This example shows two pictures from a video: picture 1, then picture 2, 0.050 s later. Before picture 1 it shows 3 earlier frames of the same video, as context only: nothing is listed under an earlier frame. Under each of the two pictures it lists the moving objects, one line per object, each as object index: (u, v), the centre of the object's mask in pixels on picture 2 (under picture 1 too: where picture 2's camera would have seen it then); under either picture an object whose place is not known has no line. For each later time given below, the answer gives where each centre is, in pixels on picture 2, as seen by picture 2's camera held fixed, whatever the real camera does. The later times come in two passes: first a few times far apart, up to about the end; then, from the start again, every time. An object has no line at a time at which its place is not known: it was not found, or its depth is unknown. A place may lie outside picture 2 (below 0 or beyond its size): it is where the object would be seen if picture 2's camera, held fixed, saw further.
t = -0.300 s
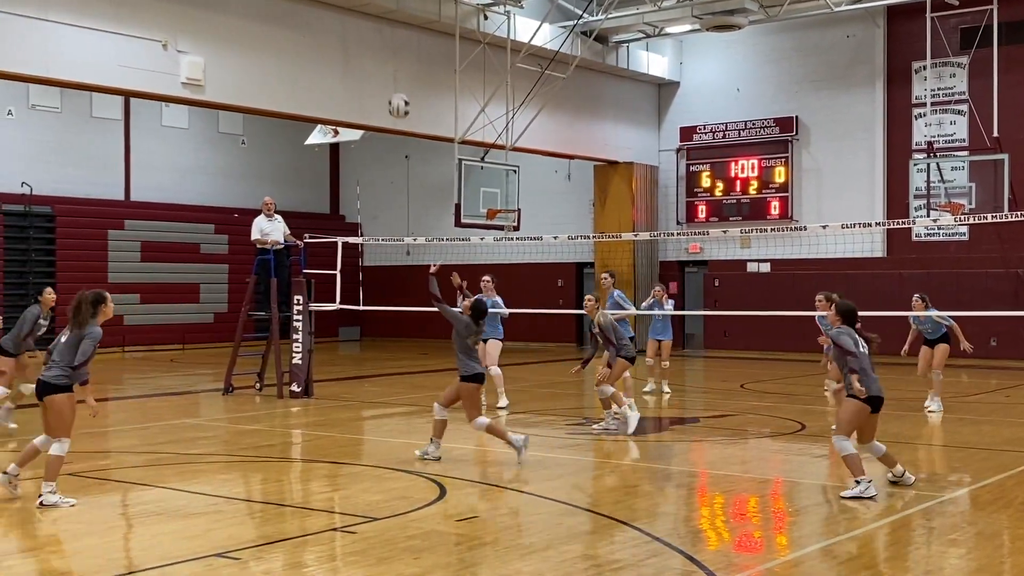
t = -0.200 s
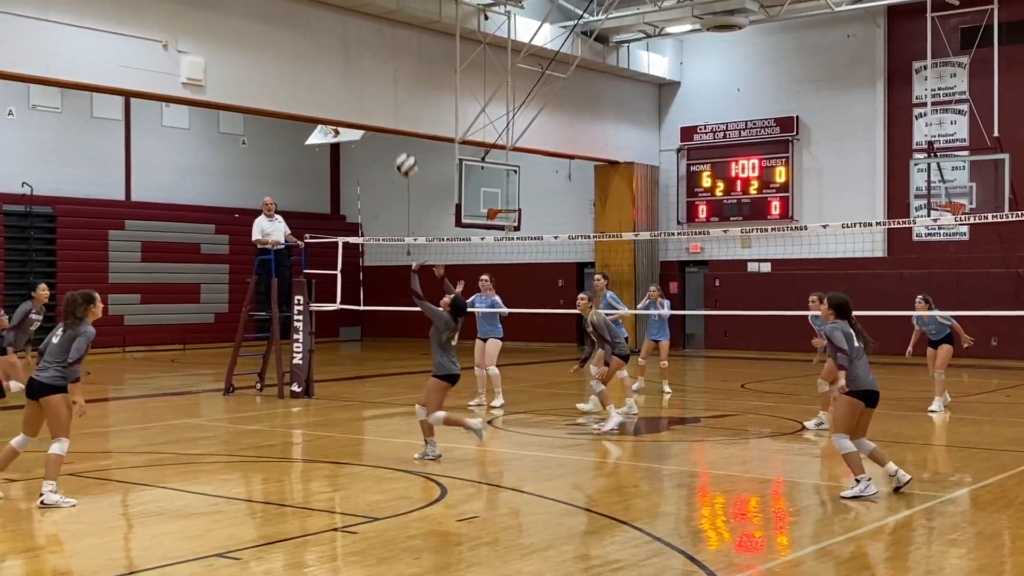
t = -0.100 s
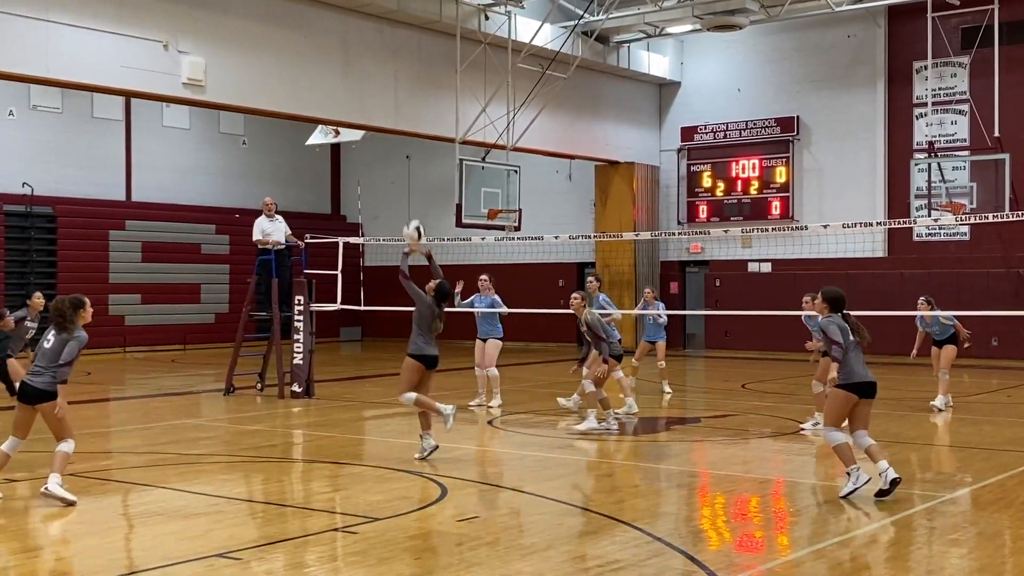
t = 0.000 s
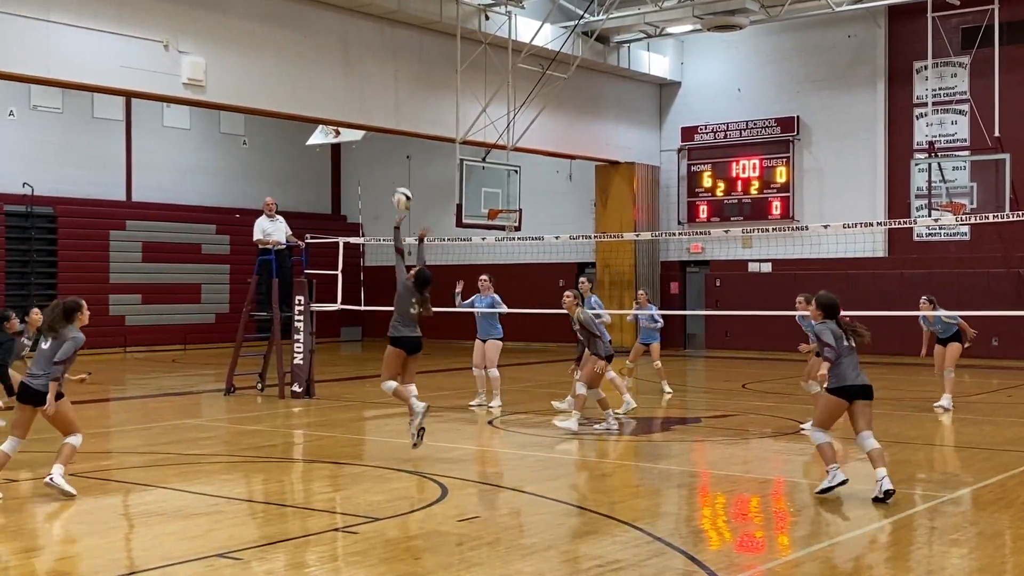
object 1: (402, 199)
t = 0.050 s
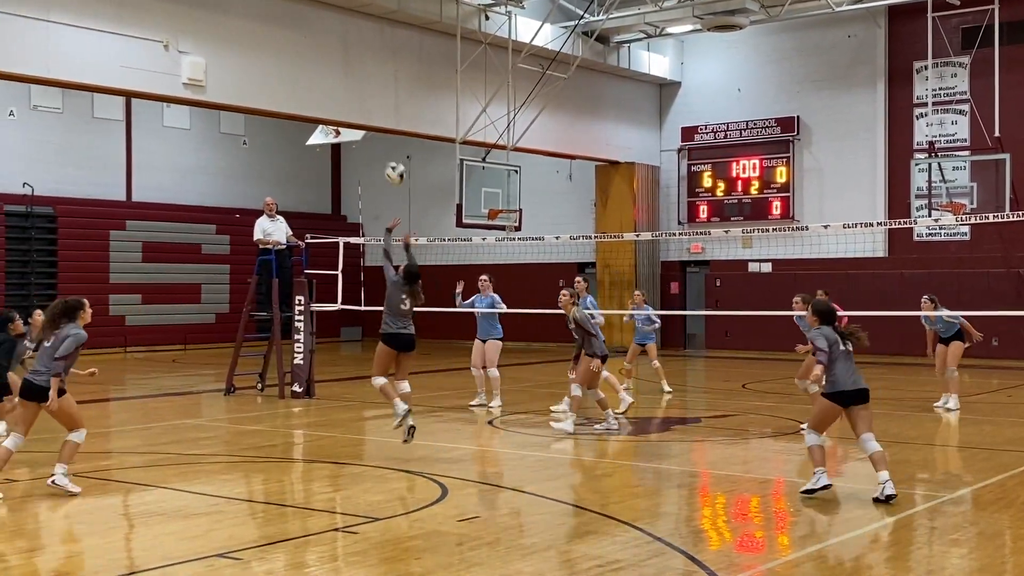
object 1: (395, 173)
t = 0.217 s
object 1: (370, 110)
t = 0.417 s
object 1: (345, 79)
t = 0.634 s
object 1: (322, 88)
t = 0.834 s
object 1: (304, 130)
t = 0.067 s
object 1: (393, 165)
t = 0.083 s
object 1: (390, 158)
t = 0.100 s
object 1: (387, 151)
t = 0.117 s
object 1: (385, 144)
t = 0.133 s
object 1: (382, 137)
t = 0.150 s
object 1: (380, 131)
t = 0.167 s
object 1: (377, 126)
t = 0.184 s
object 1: (375, 120)
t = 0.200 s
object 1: (373, 115)
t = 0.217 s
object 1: (370, 110)
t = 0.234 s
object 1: (368, 106)
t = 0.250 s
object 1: (366, 102)
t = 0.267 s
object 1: (364, 98)
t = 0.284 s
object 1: (362, 95)
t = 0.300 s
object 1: (360, 92)
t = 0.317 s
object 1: (357, 89)
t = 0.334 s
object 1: (355, 87)
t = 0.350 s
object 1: (354, 84)
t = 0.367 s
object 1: (352, 82)
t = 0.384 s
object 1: (349, 81)
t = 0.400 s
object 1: (347, 80)
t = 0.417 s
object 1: (345, 79)
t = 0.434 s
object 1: (343, 78)
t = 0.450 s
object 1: (341, 77)
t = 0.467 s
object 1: (339, 77)
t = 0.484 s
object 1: (337, 77)
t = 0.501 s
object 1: (335, 77)
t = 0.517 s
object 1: (334, 78)
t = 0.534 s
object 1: (332, 78)
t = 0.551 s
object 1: (330, 79)
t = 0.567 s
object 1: (329, 81)
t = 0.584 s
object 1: (327, 82)
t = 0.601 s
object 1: (325, 84)
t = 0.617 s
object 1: (323, 86)
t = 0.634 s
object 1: (322, 88)
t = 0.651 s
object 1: (320, 90)
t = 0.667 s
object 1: (319, 93)
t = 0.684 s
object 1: (317, 95)
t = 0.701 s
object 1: (316, 98)
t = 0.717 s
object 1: (314, 101)
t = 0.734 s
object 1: (313, 105)
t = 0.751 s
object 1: (311, 108)
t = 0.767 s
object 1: (309, 112)
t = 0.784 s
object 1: (308, 116)
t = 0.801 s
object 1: (307, 121)
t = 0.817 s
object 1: (306, 125)
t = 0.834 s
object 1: (304, 130)
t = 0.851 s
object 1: (303, 134)
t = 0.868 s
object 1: (301, 139)
